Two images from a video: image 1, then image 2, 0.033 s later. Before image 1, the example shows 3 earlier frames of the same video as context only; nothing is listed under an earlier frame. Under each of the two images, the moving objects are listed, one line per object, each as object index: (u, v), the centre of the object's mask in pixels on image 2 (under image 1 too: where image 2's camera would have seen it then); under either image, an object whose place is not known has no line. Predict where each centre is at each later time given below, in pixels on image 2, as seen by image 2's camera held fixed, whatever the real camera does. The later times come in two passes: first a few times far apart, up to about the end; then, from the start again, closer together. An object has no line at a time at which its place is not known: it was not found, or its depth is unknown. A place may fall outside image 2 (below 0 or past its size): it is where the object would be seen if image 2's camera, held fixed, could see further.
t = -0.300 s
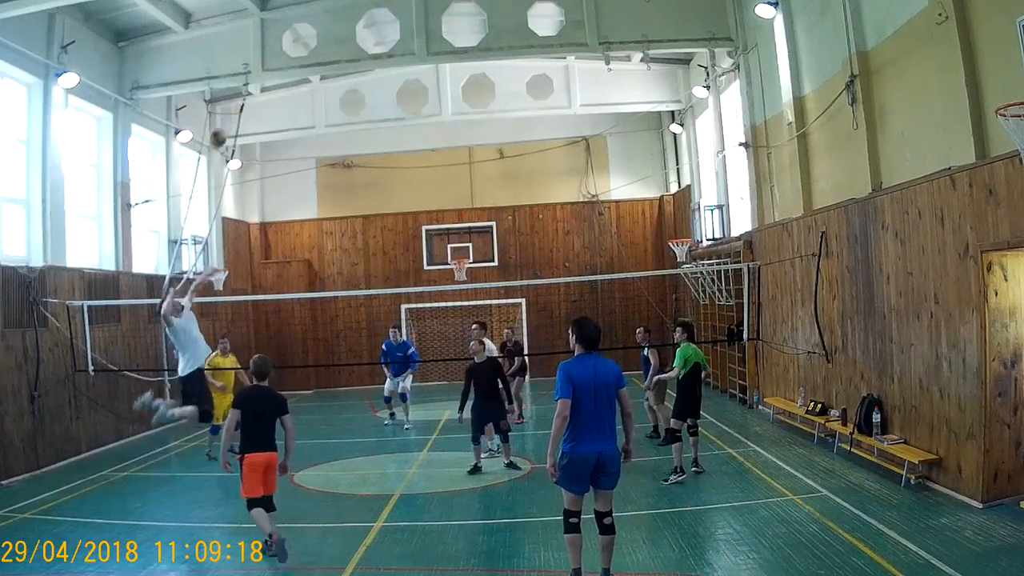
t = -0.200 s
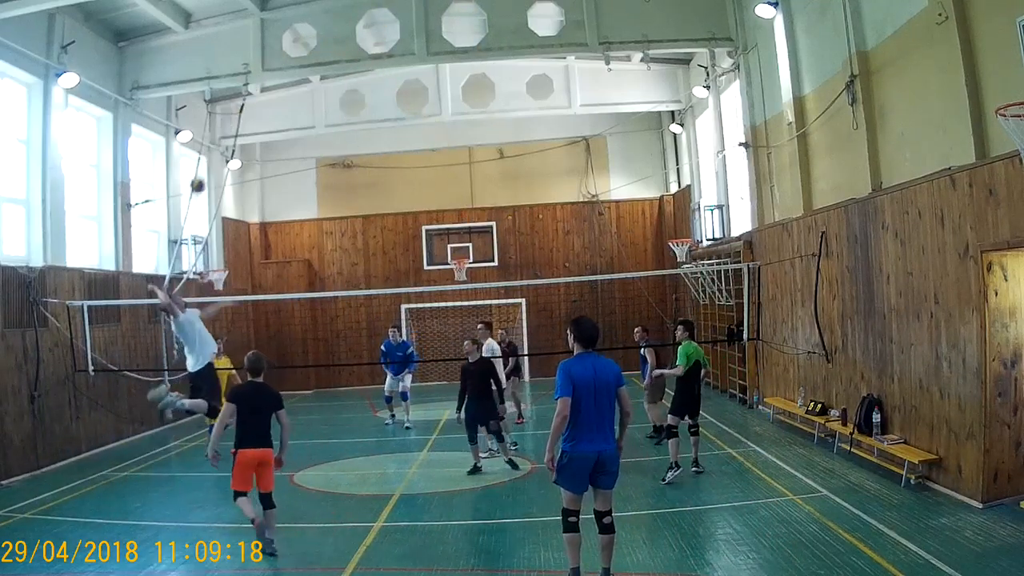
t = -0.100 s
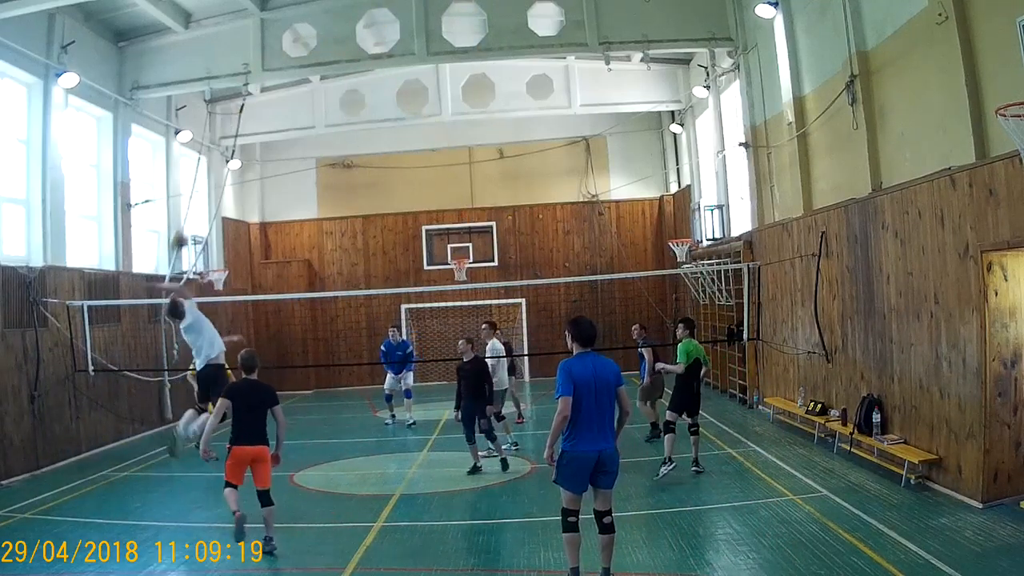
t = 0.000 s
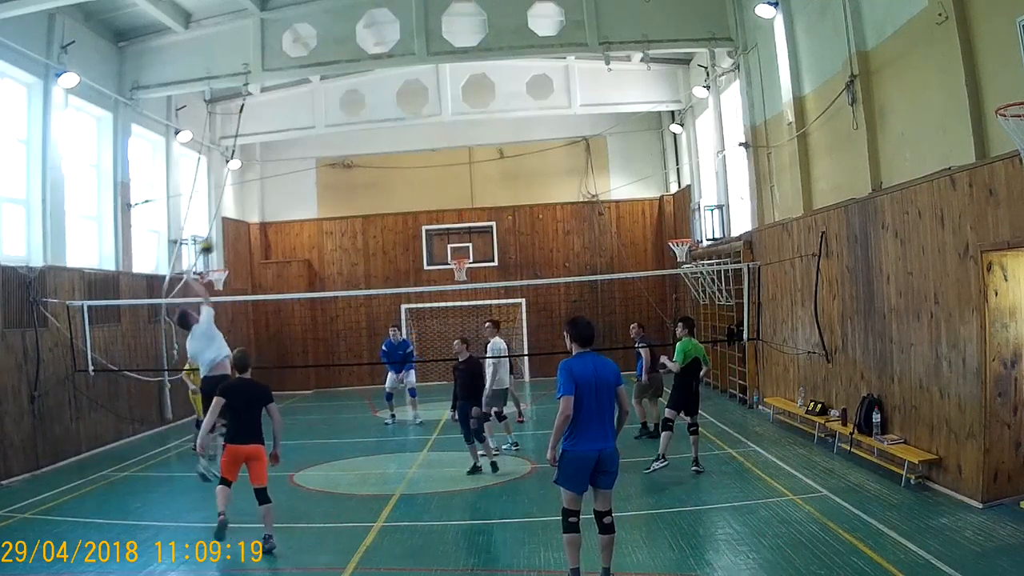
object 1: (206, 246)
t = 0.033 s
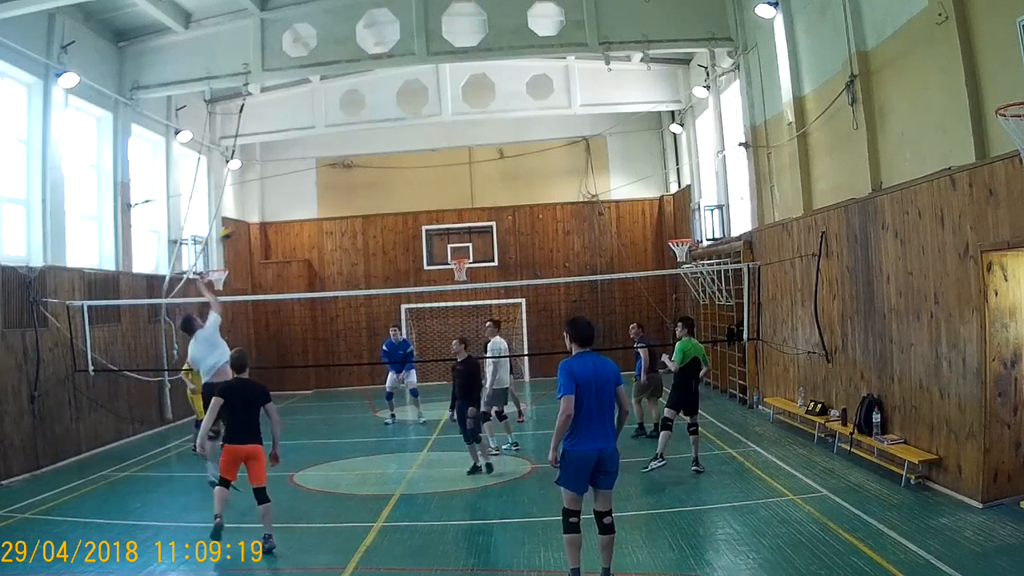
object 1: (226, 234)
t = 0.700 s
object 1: (468, 219)
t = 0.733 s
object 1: (476, 224)
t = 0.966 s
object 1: (519, 274)
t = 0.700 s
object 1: (468, 219)
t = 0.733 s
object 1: (476, 224)
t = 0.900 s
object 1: (508, 257)
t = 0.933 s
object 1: (514, 265)
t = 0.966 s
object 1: (519, 274)
